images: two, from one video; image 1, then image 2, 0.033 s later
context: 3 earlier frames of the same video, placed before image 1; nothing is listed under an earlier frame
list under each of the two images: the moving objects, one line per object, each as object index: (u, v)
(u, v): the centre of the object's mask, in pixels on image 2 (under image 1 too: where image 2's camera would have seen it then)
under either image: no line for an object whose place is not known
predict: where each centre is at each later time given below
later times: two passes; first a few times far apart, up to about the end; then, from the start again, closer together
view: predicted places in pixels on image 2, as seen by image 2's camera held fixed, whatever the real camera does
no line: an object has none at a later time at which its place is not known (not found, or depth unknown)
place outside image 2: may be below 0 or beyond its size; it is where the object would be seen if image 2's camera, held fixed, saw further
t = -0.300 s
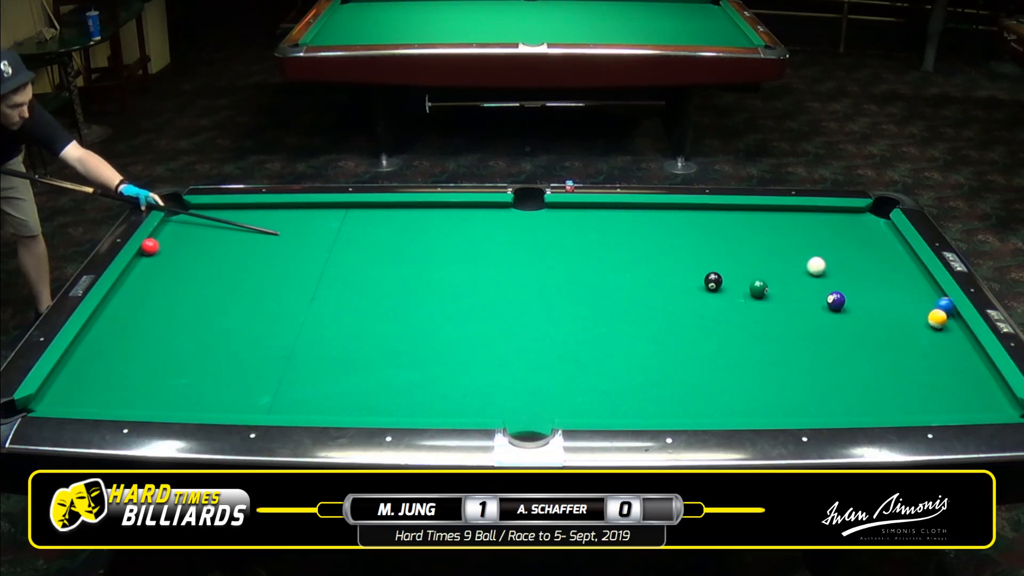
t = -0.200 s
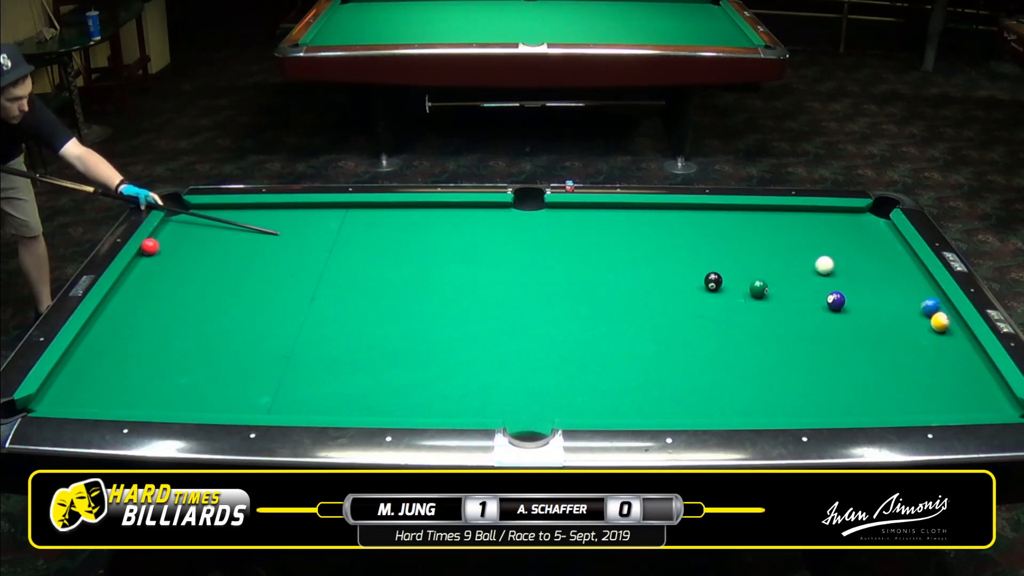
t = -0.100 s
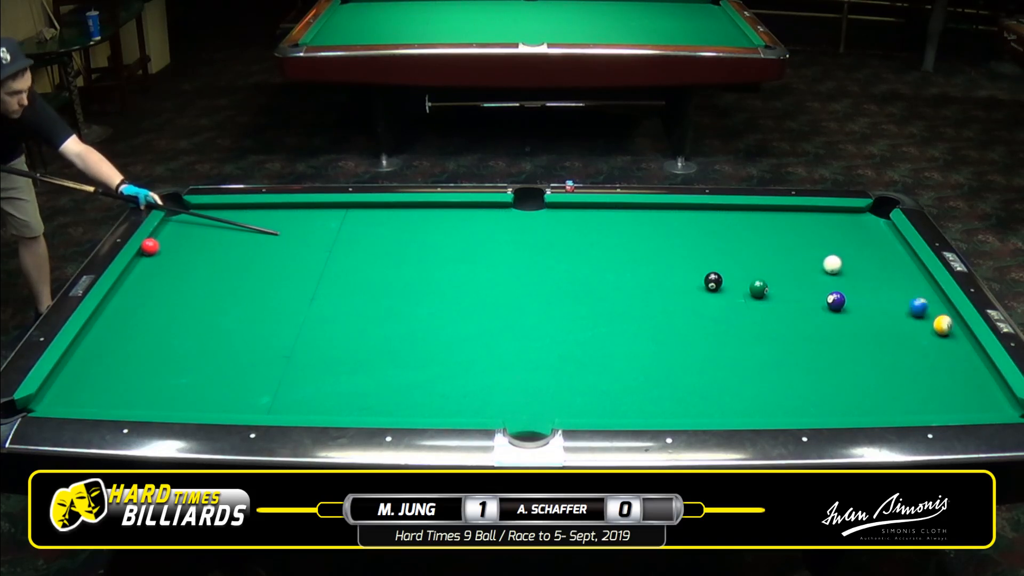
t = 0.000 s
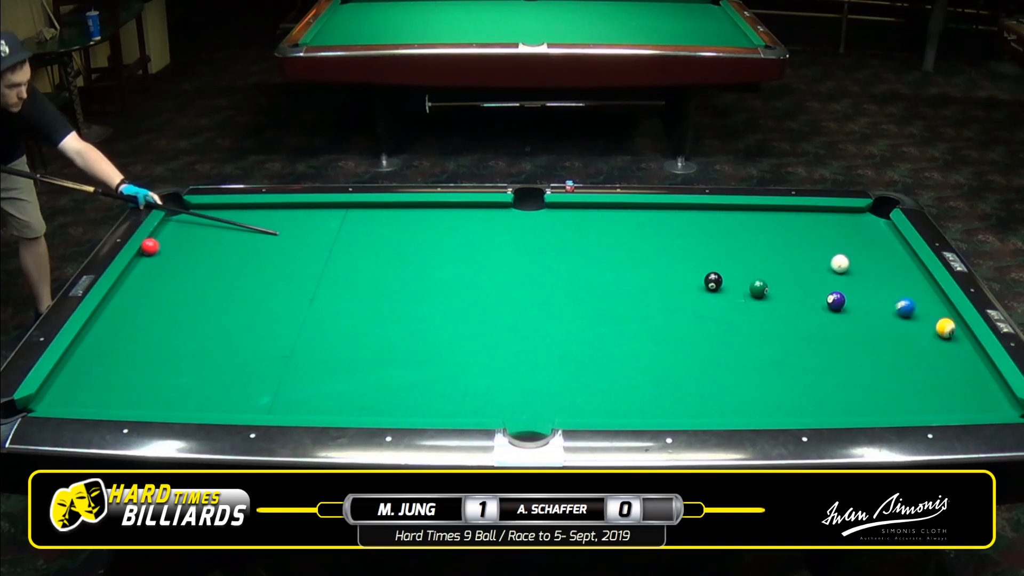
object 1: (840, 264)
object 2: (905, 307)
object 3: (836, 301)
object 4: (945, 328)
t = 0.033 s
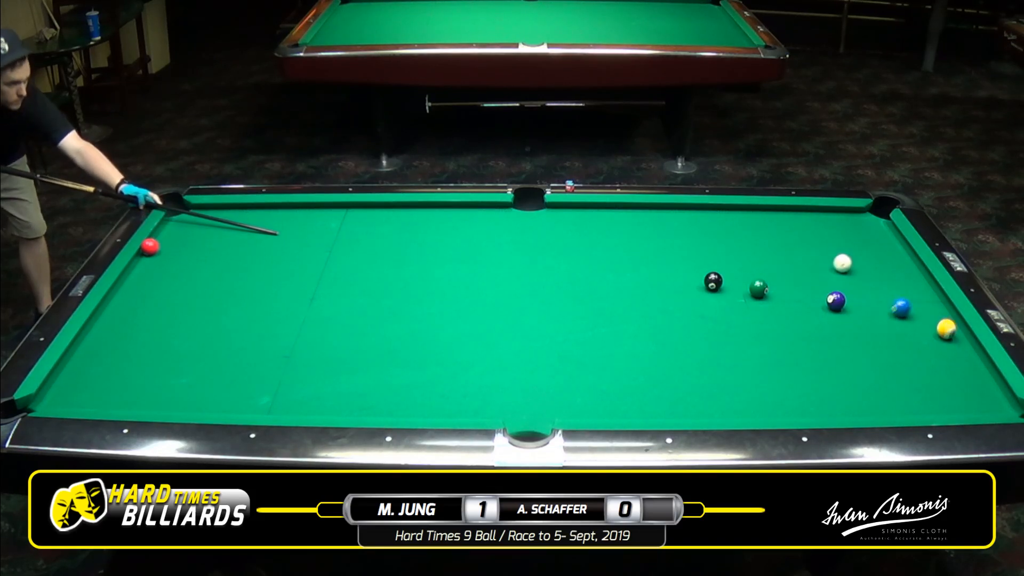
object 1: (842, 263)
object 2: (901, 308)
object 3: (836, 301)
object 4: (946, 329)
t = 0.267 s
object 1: (858, 262)
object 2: (872, 308)
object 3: (836, 301)
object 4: (952, 335)
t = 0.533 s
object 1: (875, 259)
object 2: (846, 311)
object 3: (831, 299)
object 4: (957, 341)
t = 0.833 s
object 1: (891, 257)
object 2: (827, 318)
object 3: (819, 295)
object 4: (961, 347)
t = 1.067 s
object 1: (902, 256)
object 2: (814, 323)
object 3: (812, 292)
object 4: (964, 351)
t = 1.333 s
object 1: (907, 255)
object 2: (801, 328)
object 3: (805, 290)
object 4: (966, 354)
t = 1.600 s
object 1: (902, 254)
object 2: (790, 333)
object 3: (800, 288)
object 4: (968, 356)
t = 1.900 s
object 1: (896, 253)
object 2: (777, 338)
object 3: (796, 286)
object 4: (970, 358)
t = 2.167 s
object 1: (892, 252)
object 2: (767, 342)
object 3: (794, 286)
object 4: (970, 358)
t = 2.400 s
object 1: (891, 252)
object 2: (760, 345)
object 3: (794, 286)
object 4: (970, 358)
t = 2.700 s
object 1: (891, 252)
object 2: (752, 348)
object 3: (794, 286)
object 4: (970, 358)
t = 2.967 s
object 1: (891, 252)
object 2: (747, 350)
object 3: (794, 286)
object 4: (970, 358)
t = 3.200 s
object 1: (891, 252)
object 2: (744, 352)
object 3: (794, 286)
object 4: (970, 358)
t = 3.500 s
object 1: (891, 252)
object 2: (742, 354)
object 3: (794, 286)
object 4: (970, 358)
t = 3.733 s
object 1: (891, 252)
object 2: (741, 354)
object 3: (794, 285)
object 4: (970, 358)
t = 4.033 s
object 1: (891, 252)
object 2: (741, 354)
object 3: (794, 285)
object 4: (970, 358)
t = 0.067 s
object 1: (845, 263)
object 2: (897, 308)
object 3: (836, 301)
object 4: (947, 330)
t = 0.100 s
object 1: (847, 263)
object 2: (893, 308)
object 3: (836, 301)
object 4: (948, 330)
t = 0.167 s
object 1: (852, 262)
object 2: (884, 307)
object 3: (836, 301)
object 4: (949, 332)
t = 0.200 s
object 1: (854, 262)
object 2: (880, 308)
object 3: (836, 301)
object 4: (950, 333)
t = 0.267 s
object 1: (858, 262)
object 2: (872, 308)
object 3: (836, 301)
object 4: (952, 335)
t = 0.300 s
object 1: (860, 261)
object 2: (868, 308)
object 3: (836, 301)
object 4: (953, 336)
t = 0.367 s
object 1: (865, 261)
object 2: (860, 308)
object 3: (836, 301)
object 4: (954, 337)
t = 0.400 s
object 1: (867, 260)
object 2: (855, 308)
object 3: (836, 301)
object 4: (955, 338)
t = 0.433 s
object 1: (869, 260)
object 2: (852, 309)
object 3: (835, 301)
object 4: (955, 339)
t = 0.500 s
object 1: (873, 260)
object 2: (847, 310)
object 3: (832, 300)
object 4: (957, 340)
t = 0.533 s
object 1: (875, 259)
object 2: (846, 311)
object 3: (831, 299)
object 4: (957, 341)
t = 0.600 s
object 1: (879, 259)
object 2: (841, 312)
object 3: (828, 298)
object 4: (958, 342)
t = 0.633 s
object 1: (880, 259)
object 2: (839, 313)
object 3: (827, 298)
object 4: (958, 343)
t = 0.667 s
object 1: (882, 258)
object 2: (837, 314)
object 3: (825, 297)
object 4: (959, 344)
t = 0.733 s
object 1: (886, 258)
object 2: (833, 315)
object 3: (823, 296)
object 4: (960, 345)
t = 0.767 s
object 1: (888, 258)
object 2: (831, 316)
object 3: (822, 296)
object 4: (960, 346)
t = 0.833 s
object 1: (891, 257)
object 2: (827, 318)
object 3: (819, 295)
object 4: (961, 347)
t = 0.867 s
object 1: (892, 257)
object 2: (825, 318)
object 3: (818, 295)
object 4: (962, 348)
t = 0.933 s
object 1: (895, 257)
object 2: (822, 320)
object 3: (816, 294)
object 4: (962, 349)
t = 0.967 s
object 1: (897, 256)
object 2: (820, 321)
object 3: (815, 293)
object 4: (963, 349)
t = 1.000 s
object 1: (899, 256)
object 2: (818, 321)
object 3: (814, 293)
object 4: (963, 350)
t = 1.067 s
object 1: (902, 256)
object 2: (814, 323)
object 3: (812, 292)
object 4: (964, 351)
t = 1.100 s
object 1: (903, 256)
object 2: (812, 323)
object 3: (811, 292)
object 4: (964, 351)
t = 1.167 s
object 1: (906, 255)
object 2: (809, 325)
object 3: (809, 291)
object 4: (964, 352)
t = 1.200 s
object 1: (907, 255)
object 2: (807, 326)
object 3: (808, 291)
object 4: (965, 353)
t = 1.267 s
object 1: (909, 255)
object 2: (804, 327)
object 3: (806, 291)
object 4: (965, 354)
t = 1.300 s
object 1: (909, 255)
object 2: (802, 328)
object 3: (805, 290)
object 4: (966, 354)
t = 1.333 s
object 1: (907, 255)
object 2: (801, 328)
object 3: (805, 290)
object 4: (966, 354)
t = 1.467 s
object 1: (905, 254)
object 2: (796, 330)
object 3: (802, 289)
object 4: (967, 355)
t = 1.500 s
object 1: (904, 254)
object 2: (794, 331)
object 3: (802, 289)
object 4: (967, 356)
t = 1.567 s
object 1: (902, 254)
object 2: (791, 332)
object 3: (800, 288)
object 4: (968, 356)
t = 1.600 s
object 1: (902, 254)
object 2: (790, 333)
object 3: (800, 288)
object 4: (968, 356)
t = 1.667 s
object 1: (900, 254)
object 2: (787, 334)
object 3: (799, 288)
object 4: (969, 357)
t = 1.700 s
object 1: (899, 253)
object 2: (785, 335)
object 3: (798, 287)
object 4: (969, 357)
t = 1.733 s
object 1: (899, 253)
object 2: (784, 335)
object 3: (798, 287)
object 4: (969, 357)
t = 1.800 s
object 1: (897, 253)
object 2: (781, 336)
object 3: (797, 287)
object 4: (970, 357)
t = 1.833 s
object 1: (897, 253)
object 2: (780, 337)
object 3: (796, 287)
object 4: (970, 358)
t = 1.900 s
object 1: (896, 253)
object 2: (777, 338)
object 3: (796, 286)
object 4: (970, 358)
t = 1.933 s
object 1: (895, 253)
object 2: (776, 338)
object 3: (795, 286)
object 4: (970, 358)
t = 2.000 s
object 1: (894, 253)
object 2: (773, 339)
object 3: (795, 286)
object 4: (970, 358)
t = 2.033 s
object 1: (894, 252)
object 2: (772, 340)
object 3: (795, 286)
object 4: (970, 358)
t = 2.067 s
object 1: (893, 252)
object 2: (771, 340)
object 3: (795, 286)
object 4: (970, 358)
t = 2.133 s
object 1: (893, 252)
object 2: (769, 341)
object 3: (794, 286)
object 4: (970, 358)
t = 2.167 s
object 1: (892, 252)
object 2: (767, 342)
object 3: (794, 286)
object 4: (970, 358)
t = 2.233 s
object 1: (892, 252)
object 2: (765, 343)
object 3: (794, 286)
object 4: (970, 358)
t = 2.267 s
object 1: (892, 252)
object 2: (764, 343)
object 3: (794, 286)
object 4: (970, 358)
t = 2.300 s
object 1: (891, 252)
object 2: (763, 344)
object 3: (794, 286)
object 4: (970, 358)
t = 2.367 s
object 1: (891, 252)
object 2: (761, 345)
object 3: (794, 286)
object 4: (970, 358)
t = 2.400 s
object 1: (891, 252)
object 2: (760, 345)
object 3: (794, 286)
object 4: (970, 358)
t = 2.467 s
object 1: (891, 252)
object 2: (758, 346)
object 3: (794, 286)
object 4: (970, 358)
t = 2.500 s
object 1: (891, 252)
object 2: (757, 346)
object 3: (794, 286)
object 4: (970, 358)
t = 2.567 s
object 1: (891, 252)
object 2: (756, 347)
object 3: (794, 286)
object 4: (970, 358)
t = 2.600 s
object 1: (891, 252)
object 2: (755, 347)
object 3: (794, 286)
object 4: (970, 358)
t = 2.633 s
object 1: (891, 252)
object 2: (754, 347)
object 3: (794, 286)
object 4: (970, 358)
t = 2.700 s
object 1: (891, 252)
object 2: (752, 348)
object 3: (794, 286)
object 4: (970, 358)
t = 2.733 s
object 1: (891, 252)
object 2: (752, 348)
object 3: (794, 286)
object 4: (970, 358)
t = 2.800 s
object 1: (891, 252)
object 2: (750, 349)
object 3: (794, 286)
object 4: (970, 358)
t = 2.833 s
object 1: (891, 252)
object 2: (749, 349)
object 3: (794, 286)
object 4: (970, 358)
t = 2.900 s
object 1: (891, 252)
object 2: (748, 350)
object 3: (794, 286)
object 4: (970, 358)
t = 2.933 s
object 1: (891, 252)
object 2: (748, 350)
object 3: (794, 286)
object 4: (970, 358)
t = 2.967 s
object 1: (891, 252)
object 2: (747, 350)
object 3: (794, 286)
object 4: (970, 358)
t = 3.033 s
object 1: (891, 252)
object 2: (746, 351)
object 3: (794, 286)
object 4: (970, 358)
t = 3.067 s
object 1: (891, 252)
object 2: (746, 351)
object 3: (794, 286)
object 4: (970, 358)
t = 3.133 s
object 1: (891, 252)
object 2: (745, 352)
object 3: (794, 286)
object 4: (970, 358)
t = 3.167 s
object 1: (891, 252)
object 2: (744, 352)
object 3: (794, 286)
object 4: (970, 358)
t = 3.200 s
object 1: (891, 252)
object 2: (744, 352)
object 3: (794, 286)
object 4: (970, 358)
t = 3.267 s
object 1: (891, 252)
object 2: (743, 353)
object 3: (794, 286)
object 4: (970, 358)
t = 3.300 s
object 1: (891, 252)
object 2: (743, 353)
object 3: (794, 285)
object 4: (970, 358)
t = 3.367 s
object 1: (891, 252)
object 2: (743, 353)
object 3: (794, 286)
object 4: (970, 358)
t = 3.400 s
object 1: (891, 252)
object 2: (743, 353)
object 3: (794, 286)
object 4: (970, 358)
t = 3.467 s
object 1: (891, 252)
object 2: (742, 353)
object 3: (794, 286)
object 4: (970, 358)
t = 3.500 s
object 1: (891, 252)
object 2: (742, 354)
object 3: (794, 286)
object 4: (970, 358)
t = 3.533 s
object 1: (891, 252)
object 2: (742, 354)
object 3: (794, 286)
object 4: (970, 358)
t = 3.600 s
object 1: (891, 252)
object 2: (742, 354)
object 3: (794, 286)
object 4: (970, 358)
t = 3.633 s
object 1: (891, 252)
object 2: (742, 354)
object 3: (794, 286)
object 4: (970, 358)
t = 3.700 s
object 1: (891, 252)
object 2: (741, 354)
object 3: (794, 285)
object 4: (970, 358)
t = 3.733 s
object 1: (891, 252)
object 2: (741, 354)
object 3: (794, 285)
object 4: (970, 358)
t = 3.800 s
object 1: (891, 252)
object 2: (741, 354)
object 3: (794, 285)
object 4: (970, 358)
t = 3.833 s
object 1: (891, 252)
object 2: (741, 354)
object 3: (794, 285)
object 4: (970, 358)
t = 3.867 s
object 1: (891, 252)
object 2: (741, 354)
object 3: (794, 285)
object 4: (970, 358)
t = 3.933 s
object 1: (891, 252)
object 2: (741, 354)
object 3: (794, 286)
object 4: (970, 358)
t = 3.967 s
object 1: (891, 252)
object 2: (741, 354)
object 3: (794, 285)
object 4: (970, 358)
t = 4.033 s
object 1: (891, 252)
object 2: (741, 354)
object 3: (794, 285)
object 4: (970, 358)
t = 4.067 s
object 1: (891, 252)
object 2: (741, 354)
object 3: (794, 285)
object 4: (970, 358)
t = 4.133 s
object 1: (891, 252)
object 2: (741, 354)
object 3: (794, 285)
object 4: (970, 357)
